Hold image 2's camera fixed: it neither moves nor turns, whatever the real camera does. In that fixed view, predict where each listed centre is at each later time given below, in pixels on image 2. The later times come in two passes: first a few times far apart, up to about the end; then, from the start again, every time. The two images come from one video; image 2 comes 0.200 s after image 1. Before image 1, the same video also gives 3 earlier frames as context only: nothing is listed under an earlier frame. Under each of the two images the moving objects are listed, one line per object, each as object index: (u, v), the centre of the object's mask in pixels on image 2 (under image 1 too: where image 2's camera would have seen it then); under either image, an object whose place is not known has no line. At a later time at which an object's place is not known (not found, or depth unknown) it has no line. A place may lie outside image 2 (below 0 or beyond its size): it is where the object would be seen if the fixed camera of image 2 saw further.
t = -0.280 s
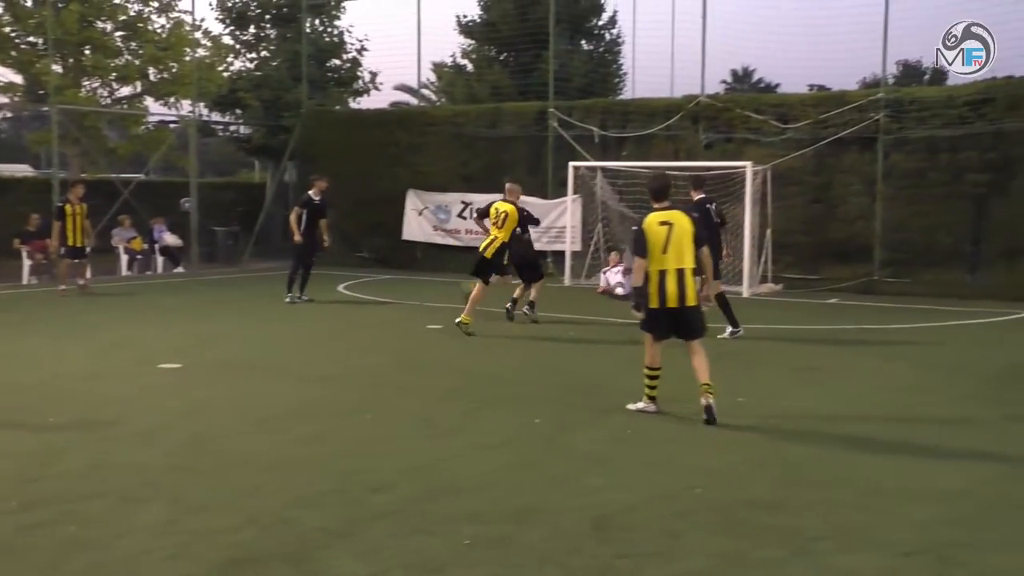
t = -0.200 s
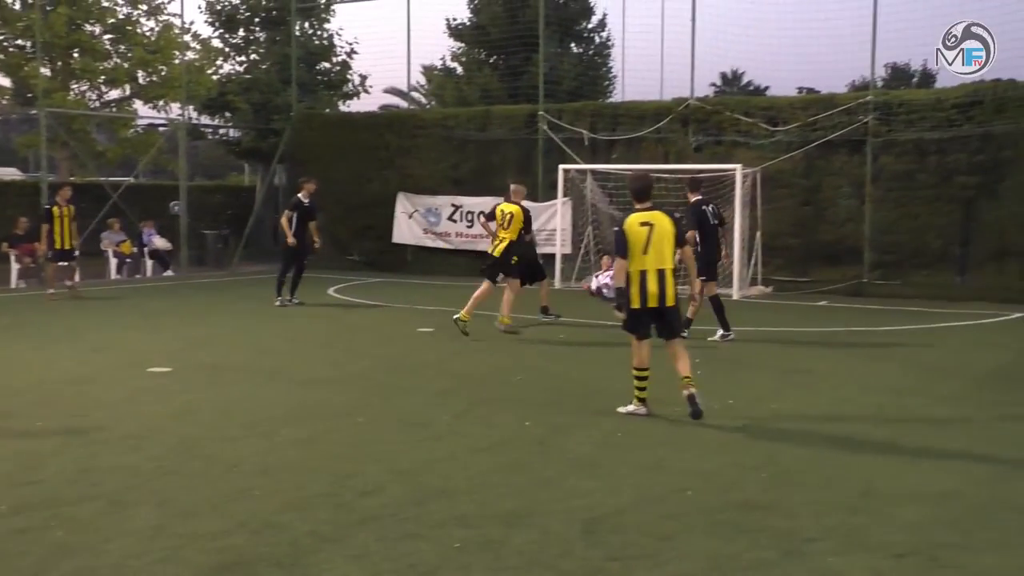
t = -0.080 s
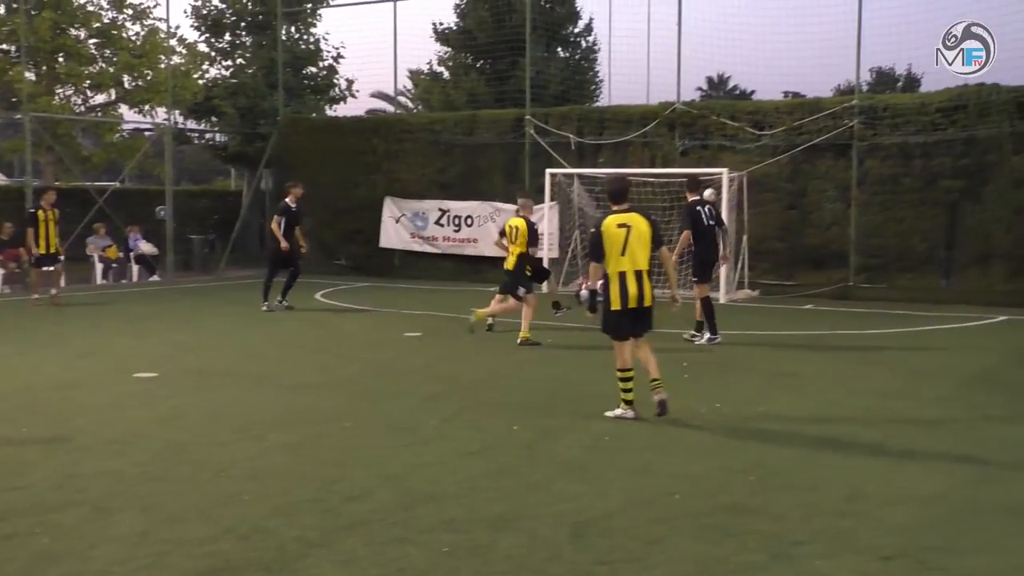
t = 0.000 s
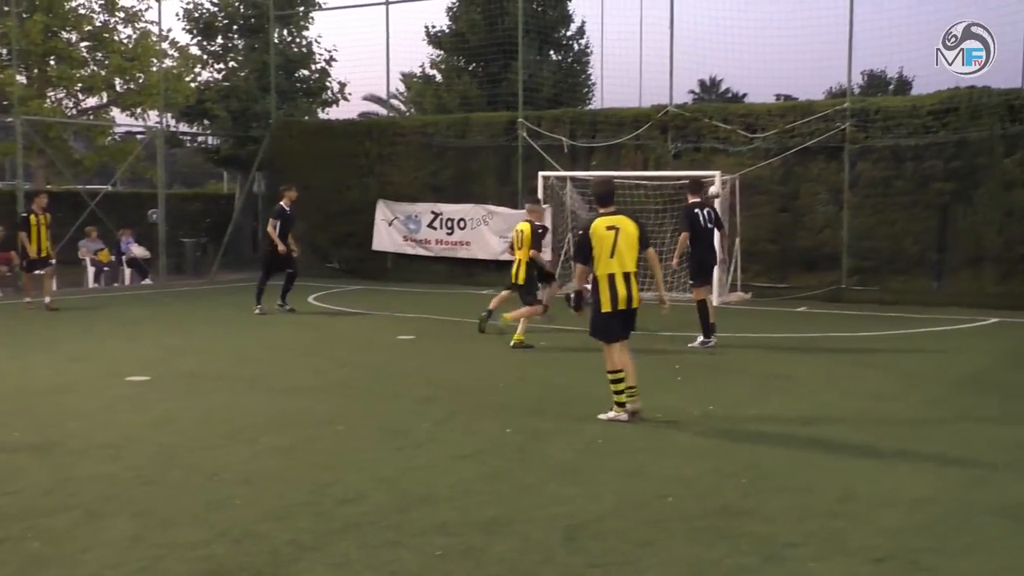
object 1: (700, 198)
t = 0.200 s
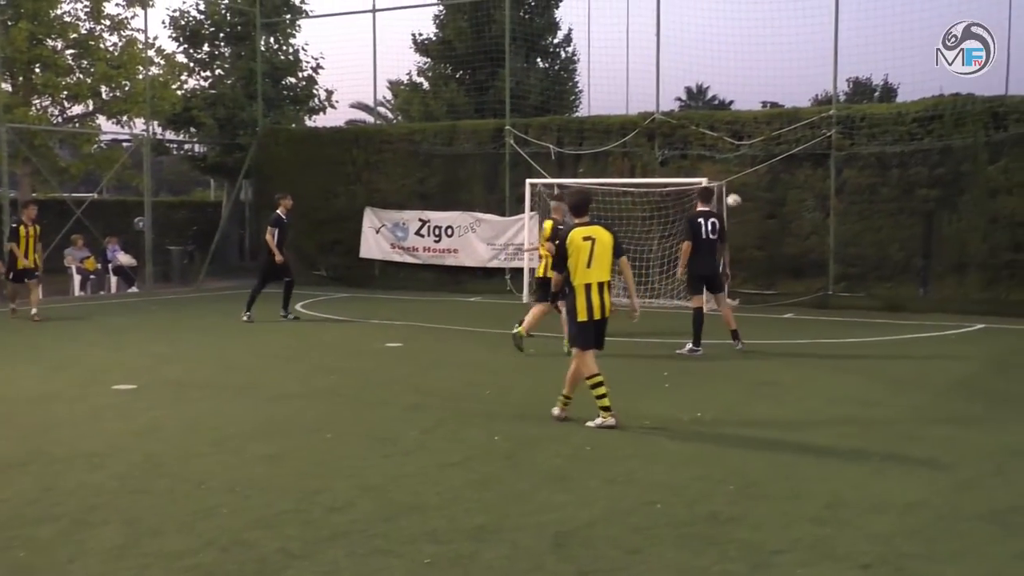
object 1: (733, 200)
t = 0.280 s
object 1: (746, 209)
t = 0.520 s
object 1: (782, 258)
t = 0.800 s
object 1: (826, 289)
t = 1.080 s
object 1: (870, 277)
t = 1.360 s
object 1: (915, 308)
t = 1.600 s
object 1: (951, 302)
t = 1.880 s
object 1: (987, 309)
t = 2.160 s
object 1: (1016, 311)
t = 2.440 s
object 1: (1046, 314)
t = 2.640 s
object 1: (1066, 313)
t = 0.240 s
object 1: (740, 204)
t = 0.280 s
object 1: (746, 209)
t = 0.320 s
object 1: (752, 215)
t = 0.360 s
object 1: (757, 221)
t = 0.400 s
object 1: (763, 229)
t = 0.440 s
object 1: (770, 237)
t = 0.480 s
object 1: (776, 247)
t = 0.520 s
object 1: (782, 258)
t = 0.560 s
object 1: (788, 271)
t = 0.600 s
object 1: (793, 284)
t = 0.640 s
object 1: (799, 297)
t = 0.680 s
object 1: (805, 309)
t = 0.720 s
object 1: (813, 302)
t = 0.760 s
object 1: (819, 295)
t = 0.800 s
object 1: (826, 289)
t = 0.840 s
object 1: (831, 285)
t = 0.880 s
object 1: (837, 281)
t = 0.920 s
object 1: (844, 278)
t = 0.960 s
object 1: (851, 276)
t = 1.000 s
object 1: (857, 275)
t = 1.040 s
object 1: (865, 275)
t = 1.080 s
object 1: (870, 277)
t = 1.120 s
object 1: (876, 280)
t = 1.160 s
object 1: (883, 283)
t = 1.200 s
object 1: (889, 287)
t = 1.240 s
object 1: (895, 292)
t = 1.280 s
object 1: (902, 299)
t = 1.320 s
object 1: (909, 307)
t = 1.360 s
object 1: (915, 308)
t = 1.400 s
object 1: (921, 306)
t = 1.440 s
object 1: (927, 303)
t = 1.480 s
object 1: (932, 301)
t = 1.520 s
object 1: (938, 300)
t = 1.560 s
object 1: (944, 301)
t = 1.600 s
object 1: (951, 302)
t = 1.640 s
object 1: (957, 305)
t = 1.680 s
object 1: (963, 308)
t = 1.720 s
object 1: (968, 309)
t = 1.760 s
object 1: (974, 308)
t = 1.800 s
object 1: (979, 307)
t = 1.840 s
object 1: (983, 307)
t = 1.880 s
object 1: (987, 309)
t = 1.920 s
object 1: (990, 310)
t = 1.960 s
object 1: (994, 310)
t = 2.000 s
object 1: (999, 310)
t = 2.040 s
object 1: (1004, 311)
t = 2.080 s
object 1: (1008, 311)
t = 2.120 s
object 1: (1011, 312)
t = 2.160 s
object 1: (1016, 311)
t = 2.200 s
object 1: (1020, 311)
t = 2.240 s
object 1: (1025, 312)
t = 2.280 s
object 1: (1029, 312)
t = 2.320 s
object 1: (1033, 313)
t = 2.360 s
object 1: (1037, 313)
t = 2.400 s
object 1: (1042, 313)
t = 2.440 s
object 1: (1046, 314)
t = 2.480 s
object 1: (1051, 314)
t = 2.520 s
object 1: (1054, 314)
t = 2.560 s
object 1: (1057, 314)
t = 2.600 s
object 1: (1062, 314)
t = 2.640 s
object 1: (1066, 313)
